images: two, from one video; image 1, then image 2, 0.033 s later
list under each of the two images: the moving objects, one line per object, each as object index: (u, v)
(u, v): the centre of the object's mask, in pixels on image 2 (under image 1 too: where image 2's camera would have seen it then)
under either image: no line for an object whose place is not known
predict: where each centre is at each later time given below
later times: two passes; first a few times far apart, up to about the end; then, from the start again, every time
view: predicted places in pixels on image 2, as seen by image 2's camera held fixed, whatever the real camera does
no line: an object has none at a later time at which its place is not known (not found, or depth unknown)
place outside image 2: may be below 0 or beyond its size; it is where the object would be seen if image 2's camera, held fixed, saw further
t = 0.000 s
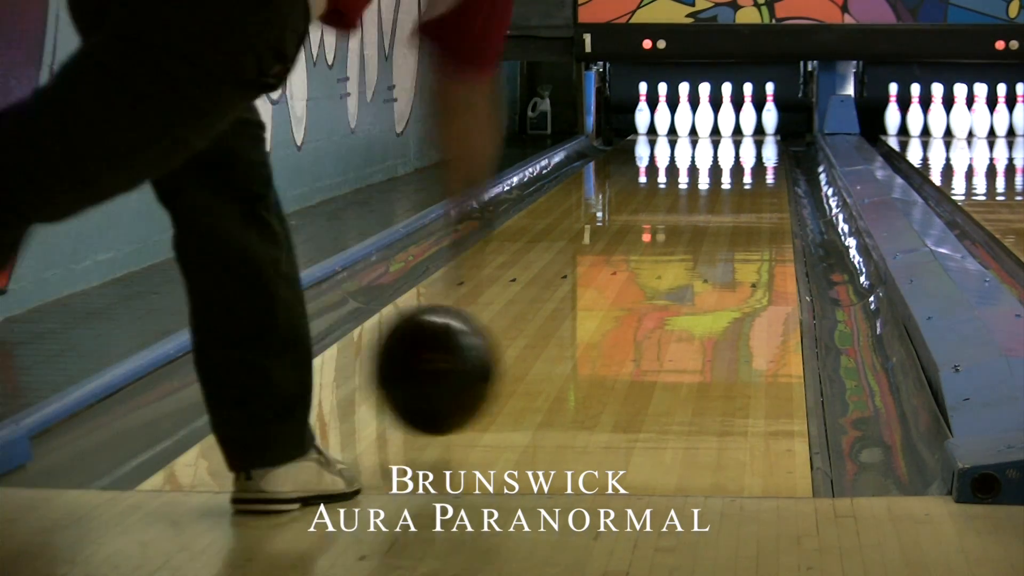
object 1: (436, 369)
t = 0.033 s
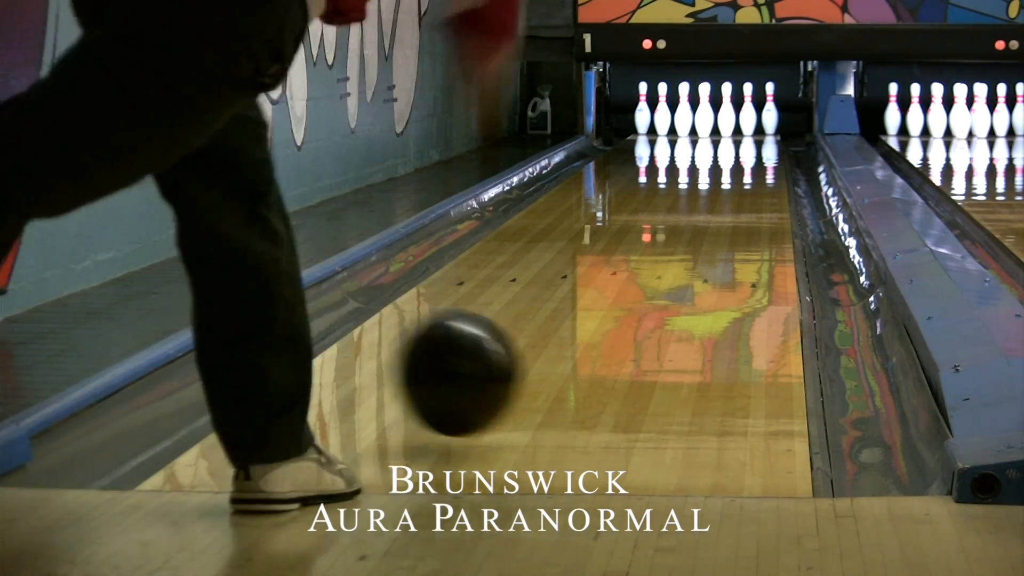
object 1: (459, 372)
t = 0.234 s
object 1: (568, 310)
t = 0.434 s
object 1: (637, 258)
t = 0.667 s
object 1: (688, 222)
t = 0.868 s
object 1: (719, 197)
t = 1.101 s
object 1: (745, 177)
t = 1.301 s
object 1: (759, 162)
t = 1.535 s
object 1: (767, 150)
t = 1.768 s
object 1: (764, 140)
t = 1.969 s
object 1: (752, 133)
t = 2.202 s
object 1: (731, 127)
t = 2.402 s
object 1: (716, 123)
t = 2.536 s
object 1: (713, 121)
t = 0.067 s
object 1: (483, 370)
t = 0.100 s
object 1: (503, 353)
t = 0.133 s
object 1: (522, 343)
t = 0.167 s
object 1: (538, 331)
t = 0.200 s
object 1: (553, 320)
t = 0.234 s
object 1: (568, 310)
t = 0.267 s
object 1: (581, 299)
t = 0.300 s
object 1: (594, 289)
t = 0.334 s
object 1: (606, 281)
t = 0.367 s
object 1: (617, 272)
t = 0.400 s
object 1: (627, 265)
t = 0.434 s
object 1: (637, 258)
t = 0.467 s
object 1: (645, 253)
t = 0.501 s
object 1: (654, 247)
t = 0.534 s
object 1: (662, 241)
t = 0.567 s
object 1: (669, 236)
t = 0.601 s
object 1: (676, 230)
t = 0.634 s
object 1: (682, 226)
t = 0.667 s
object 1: (688, 222)
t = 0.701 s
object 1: (694, 217)
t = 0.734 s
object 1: (700, 213)
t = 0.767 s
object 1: (705, 209)
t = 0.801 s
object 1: (710, 205)
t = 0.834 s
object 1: (715, 201)
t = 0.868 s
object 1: (719, 197)
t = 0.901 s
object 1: (723, 194)
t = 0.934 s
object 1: (728, 191)
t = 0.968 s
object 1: (731, 188)
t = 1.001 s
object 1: (735, 184)
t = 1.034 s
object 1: (738, 182)
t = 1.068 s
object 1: (741, 179)
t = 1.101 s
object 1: (745, 177)
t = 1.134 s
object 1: (748, 174)
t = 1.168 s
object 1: (750, 172)
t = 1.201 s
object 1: (753, 169)
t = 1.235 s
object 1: (755, 167)
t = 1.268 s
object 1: (757, 164)
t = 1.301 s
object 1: (759, 162)
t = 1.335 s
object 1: (761, 160)
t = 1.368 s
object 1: (762, 158)
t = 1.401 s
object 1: (763, 157)
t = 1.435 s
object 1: (765, 155)
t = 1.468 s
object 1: (766, 153)
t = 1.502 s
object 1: (767, 151)
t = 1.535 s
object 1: (767, 150)
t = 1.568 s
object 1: (767, 148)
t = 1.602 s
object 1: (767, 147)
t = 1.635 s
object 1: (768, 145)
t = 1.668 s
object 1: (767, 144)
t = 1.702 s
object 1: (766, 143)
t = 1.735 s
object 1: (766, 142)
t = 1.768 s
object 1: (764, 140)
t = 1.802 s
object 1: (763, 139)
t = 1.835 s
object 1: (761, 138)
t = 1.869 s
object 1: (759, 137)
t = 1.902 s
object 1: (757, 135)
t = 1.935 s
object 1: (755, 135)
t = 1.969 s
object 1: (752, 133)
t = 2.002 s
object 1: (750, 133)
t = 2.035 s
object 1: (747, 132)
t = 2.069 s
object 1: (744, 130)
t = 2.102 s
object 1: (741, 130)
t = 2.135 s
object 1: (737, 129)
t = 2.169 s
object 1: (734, 128)
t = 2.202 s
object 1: (731, 127)
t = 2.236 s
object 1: (728, 126)
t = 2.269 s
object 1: (724, 125)
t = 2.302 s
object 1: (721, 125)
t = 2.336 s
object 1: (718, 124)
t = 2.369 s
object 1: (715, 123)
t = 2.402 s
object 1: (716, 123)
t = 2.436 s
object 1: (716, 122)
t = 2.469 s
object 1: (714, 122)
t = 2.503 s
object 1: (713, 121)
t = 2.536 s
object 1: (713, 121)
